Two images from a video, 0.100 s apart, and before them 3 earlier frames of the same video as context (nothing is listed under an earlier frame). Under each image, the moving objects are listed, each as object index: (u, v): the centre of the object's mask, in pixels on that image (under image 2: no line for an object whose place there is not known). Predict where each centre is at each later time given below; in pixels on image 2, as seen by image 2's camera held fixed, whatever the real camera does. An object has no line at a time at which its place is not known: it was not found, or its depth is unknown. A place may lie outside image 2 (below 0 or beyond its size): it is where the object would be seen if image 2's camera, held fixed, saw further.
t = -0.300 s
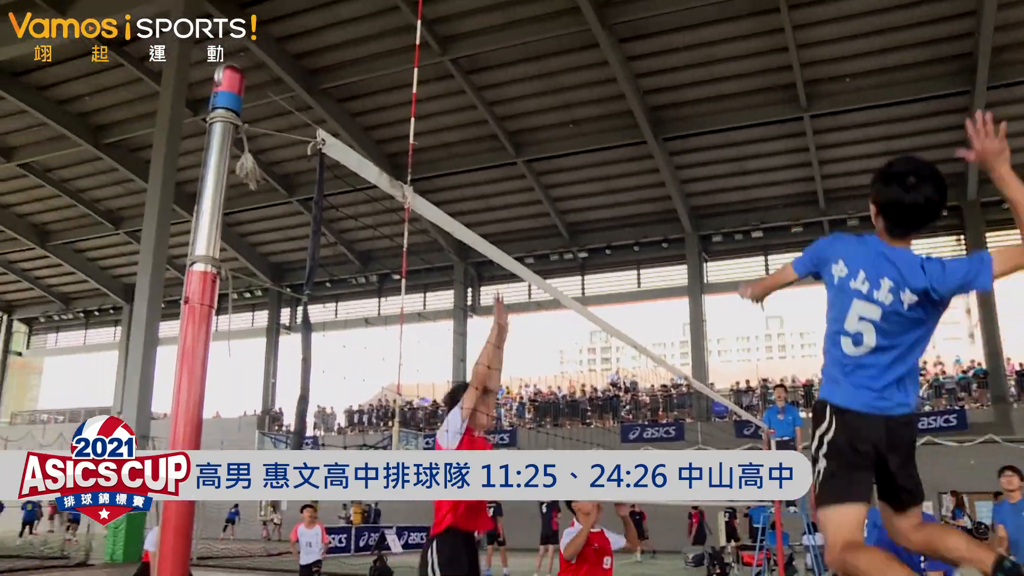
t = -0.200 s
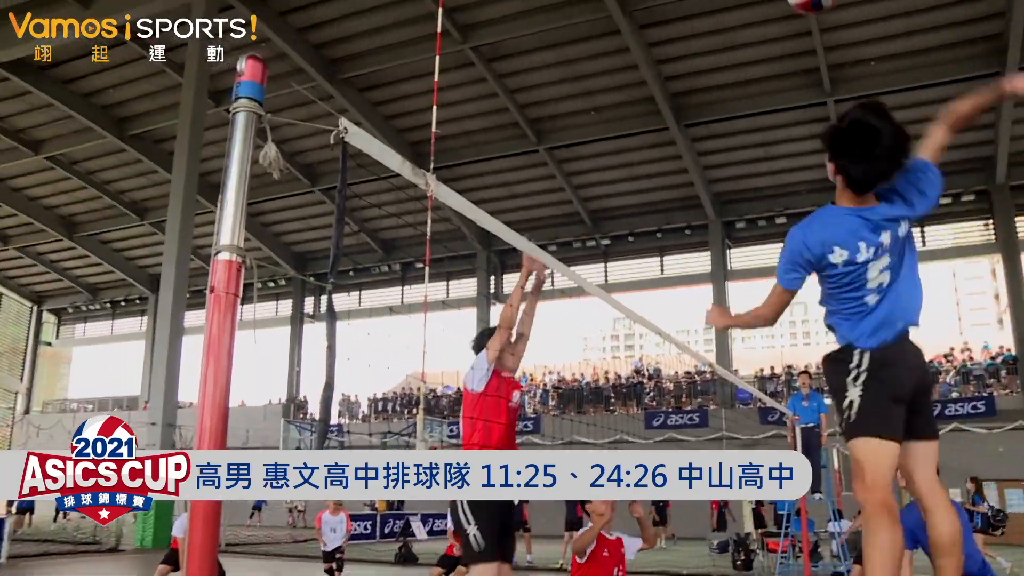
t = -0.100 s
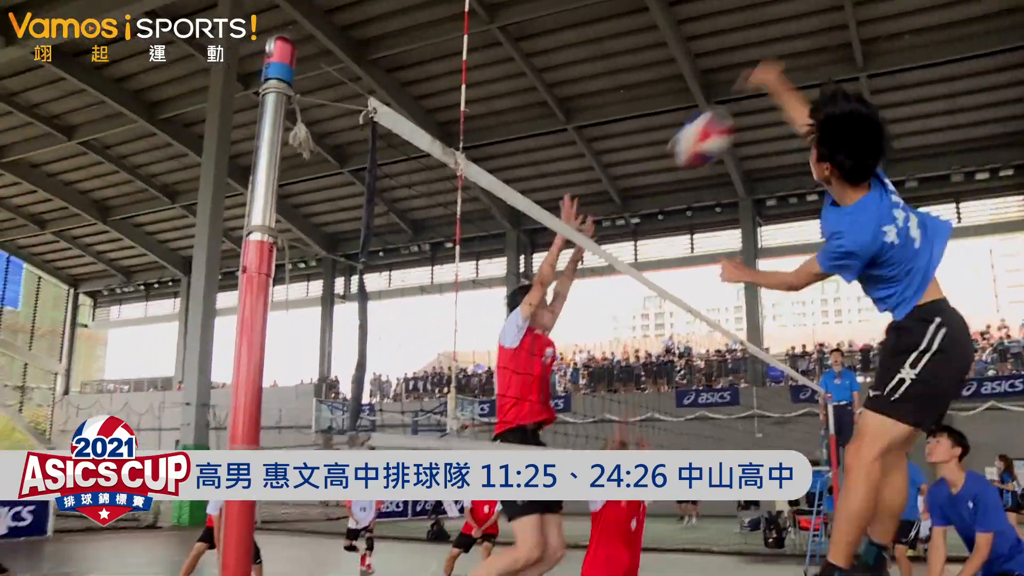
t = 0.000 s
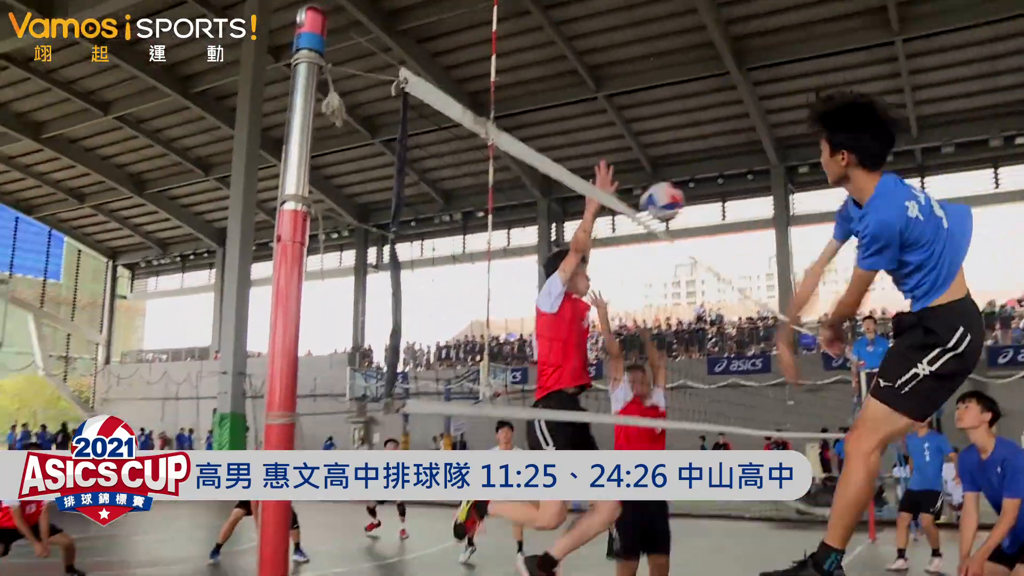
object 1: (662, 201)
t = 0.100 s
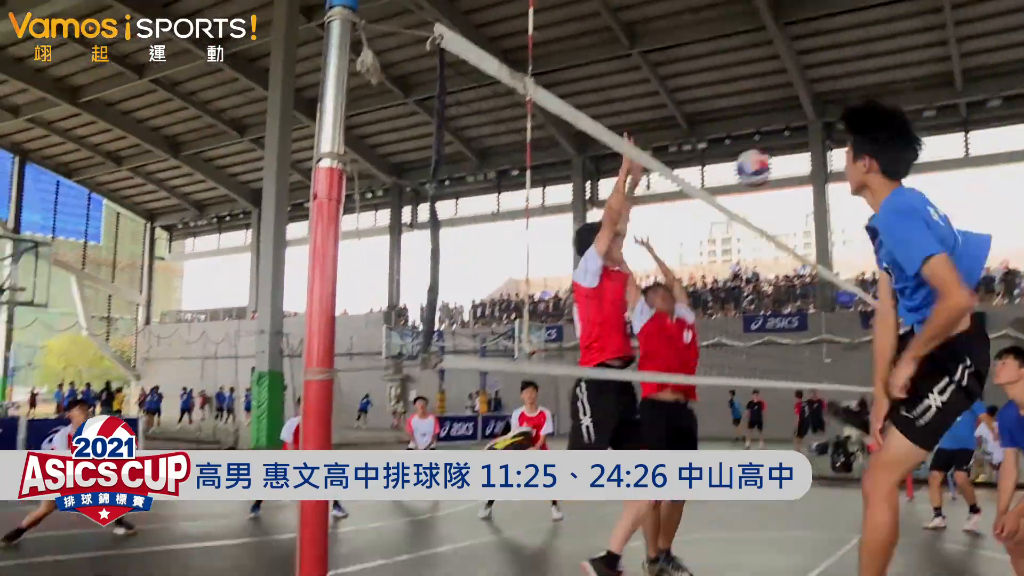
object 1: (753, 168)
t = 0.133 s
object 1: (771, 173)
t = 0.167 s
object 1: (788, 179)
